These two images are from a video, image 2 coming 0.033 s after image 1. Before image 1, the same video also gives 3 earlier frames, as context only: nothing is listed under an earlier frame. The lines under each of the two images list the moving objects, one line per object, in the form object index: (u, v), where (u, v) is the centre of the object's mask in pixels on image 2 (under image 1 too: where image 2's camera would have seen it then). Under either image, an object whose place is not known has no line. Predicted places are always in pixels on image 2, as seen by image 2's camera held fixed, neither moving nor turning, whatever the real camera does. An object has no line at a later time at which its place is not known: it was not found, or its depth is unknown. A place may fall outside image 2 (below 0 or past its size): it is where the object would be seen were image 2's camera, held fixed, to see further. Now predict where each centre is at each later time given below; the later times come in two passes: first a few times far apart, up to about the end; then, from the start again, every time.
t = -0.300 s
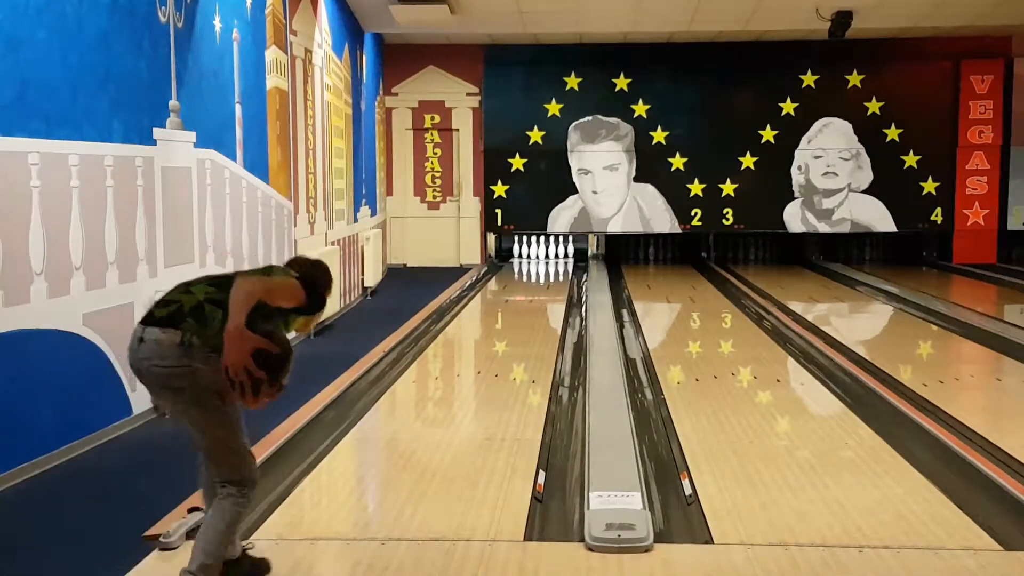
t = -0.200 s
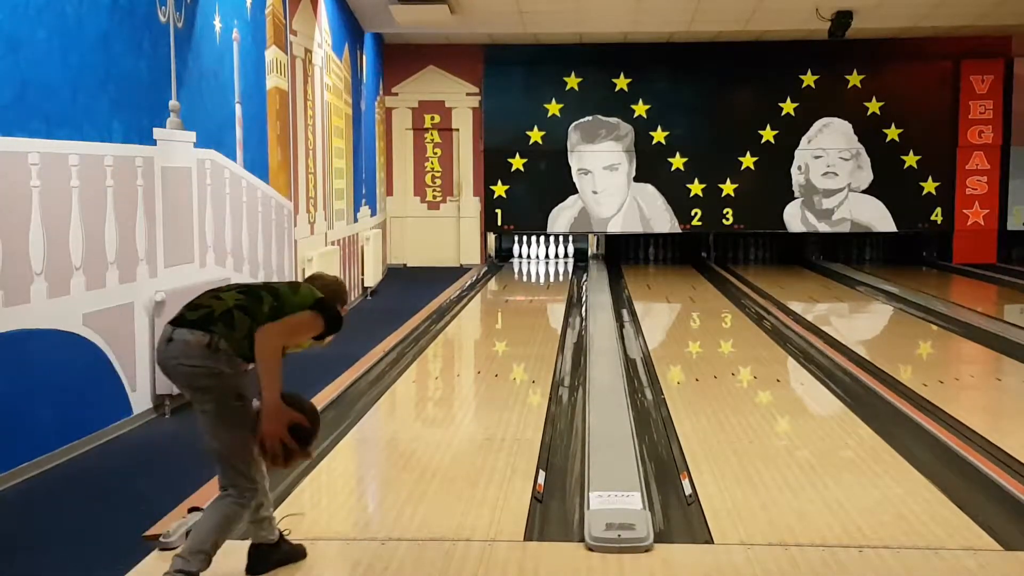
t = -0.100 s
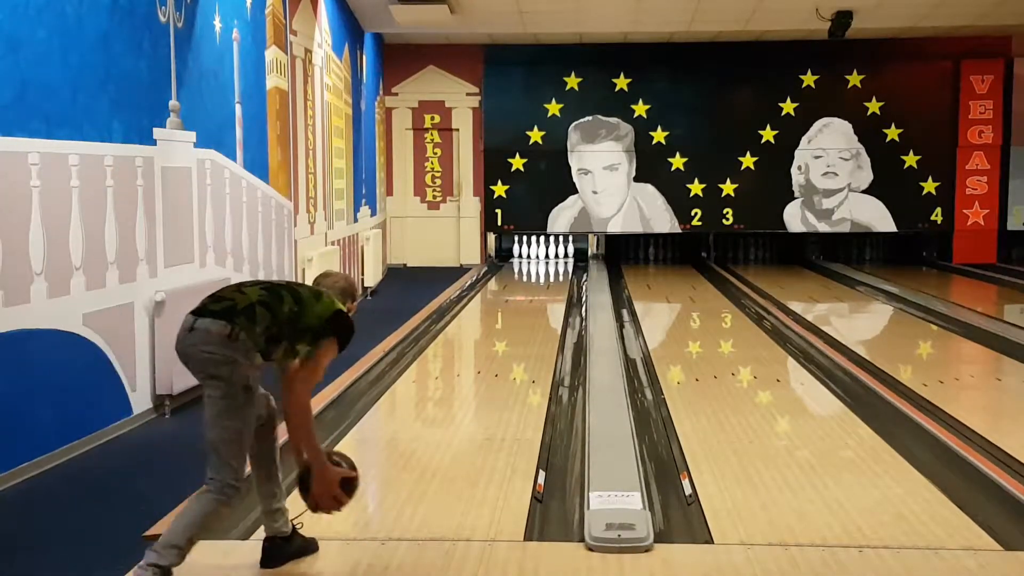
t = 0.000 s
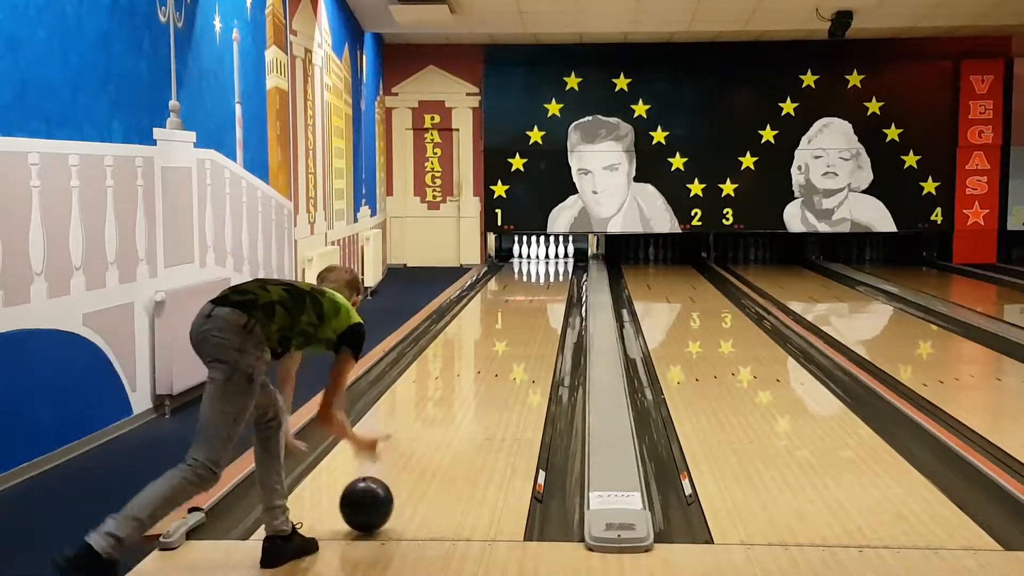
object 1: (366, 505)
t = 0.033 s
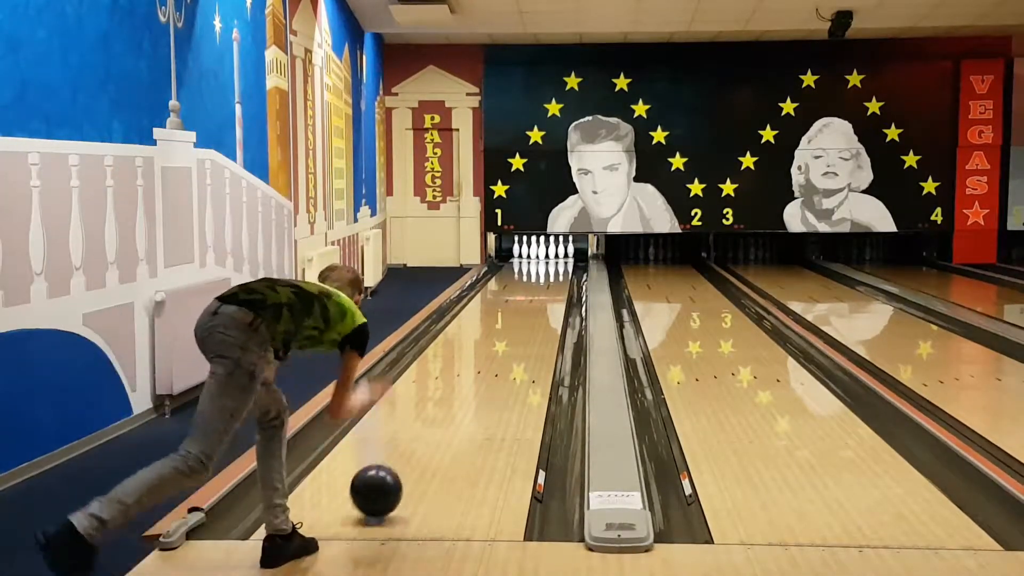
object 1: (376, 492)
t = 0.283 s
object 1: (431, 431)
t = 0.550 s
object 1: (470, 387)
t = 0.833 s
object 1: (497, 354)
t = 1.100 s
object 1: (516, 331)
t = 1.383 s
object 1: (531, 313)
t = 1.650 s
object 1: (541, 299)
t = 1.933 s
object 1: (548, 288)
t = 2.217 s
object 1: (552, 278)
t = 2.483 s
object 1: (552, 271)
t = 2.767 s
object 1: (552, 264)
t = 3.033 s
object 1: (553, 259)
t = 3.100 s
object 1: (553, 258)
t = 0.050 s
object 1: (380, 485)
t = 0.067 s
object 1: (385, 479)
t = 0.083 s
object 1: (389, 474)
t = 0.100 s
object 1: (393, 470)
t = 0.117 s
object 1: (397, 467)
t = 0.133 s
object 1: (401, 465)
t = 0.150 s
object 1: (405, 462)
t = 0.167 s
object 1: (409, 457)
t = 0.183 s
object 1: (412, 453)
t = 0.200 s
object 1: (415, 450)
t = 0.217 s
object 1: (419, 446)
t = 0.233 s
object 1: (422, 442)
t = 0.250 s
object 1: (425, 438)
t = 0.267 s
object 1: (428, 435)
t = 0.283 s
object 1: (431, 431)
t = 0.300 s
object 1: (434, 428)
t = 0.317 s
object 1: (437, 425)
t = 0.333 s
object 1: (440, 421)
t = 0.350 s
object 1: (442, 418)
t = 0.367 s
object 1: (445, 415)
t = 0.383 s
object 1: (448, 412)
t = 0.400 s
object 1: (450, 409)
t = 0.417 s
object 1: (452, 407)
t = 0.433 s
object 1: (455, 404)
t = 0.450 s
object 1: (457, 401)
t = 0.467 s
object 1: (459, 399)
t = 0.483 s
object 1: (462, 396)
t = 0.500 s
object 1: (464, 394)
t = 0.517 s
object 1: (466, 391)
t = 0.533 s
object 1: (468, 389)
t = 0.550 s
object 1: (470, 387)
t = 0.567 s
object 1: (472, 384)
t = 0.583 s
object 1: (474, 382)
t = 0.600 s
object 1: (475, 380)
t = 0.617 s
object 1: (477, 378)
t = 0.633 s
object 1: (479, 376)
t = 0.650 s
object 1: (481, 374)
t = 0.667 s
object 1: (483, 372)
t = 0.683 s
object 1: (484, 370)
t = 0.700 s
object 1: (486, 368)
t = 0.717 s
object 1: (487, 366)
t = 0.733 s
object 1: (489, 364)
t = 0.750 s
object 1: (490, 362)
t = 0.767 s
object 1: (492, 361)
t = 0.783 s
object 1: (493, 359)
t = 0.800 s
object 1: (495, 357)
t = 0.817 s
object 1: (496, 356)
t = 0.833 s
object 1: (497, 354)
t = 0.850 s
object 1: (499, 352)
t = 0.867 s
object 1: (500, 351)
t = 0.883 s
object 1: (501, 349)
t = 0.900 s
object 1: (502, 348)
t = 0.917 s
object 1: (504, 346)
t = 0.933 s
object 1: (505, 345)
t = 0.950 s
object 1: (506, 343)
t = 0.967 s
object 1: (508, 342)
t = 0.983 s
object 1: (509, 340)
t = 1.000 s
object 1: (510, 339)
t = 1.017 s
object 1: (511, 338)
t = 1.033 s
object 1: (512, 336)
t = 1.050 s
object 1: (513, 335)
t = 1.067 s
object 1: (514, 334)
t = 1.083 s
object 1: (515, 332)
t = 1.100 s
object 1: (516, 331)
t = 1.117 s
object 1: (517, 330)
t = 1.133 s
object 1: (518, 329)
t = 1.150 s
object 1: (519, 328)
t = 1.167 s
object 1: (520, 326)
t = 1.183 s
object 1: (521, 325)
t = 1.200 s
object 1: (522, 324)
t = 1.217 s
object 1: (523, 323)
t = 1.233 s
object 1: (524, 322)
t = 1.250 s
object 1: (524, 321)
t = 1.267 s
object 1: (525, 320)
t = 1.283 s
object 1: (526, 319)
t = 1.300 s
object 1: (527, 318)
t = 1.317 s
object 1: (528, 317)
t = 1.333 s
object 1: (528, 316)
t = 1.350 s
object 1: (529, 315)
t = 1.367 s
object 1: (530, 314)
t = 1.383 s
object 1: (531, 313)
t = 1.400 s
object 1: (532, 312)
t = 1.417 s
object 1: (532, 311)
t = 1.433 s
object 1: (533, 310)
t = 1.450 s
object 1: (534, 309)
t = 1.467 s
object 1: (534, 308)
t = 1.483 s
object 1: (535, 307)
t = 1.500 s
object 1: (536, 306)
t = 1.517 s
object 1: (536, 306)
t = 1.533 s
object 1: (537, 305)
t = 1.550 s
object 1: (537, 304)
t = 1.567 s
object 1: (538, 303)
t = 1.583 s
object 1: (539, 302)
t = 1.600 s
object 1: (539, 301)
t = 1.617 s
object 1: (540, 301)
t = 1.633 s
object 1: (540, 300)
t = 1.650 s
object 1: (541, 299)
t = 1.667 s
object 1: (541, 298)
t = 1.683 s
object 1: (542, 297)
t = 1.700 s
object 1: (542, 297)
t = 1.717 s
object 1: (543, 296)
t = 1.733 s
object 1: (543, 295)
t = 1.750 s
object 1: (544, 294)
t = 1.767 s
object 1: (544, 294)
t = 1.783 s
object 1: (545, 293)
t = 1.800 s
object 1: (545, 293)
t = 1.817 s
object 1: (546, 292)
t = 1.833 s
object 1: (546, 291)
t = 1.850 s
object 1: (547, 291)
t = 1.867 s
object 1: (547, 290)
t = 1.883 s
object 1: (547, 289)
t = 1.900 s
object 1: (548, 289)
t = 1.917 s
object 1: (548, 288)
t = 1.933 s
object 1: (548, 288)
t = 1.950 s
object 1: (548, 287)
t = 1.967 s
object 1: (549, 286)
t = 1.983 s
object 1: (549, 286)
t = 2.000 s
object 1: (549, 285)
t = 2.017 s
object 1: (550, 285)
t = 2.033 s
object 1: (550, 284)
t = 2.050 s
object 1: (550, 283)
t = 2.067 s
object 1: (550, 283)
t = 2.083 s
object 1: (550, 282)
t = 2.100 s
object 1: (551, 282)
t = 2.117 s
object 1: (551, 281)
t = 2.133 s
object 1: (551, 281)
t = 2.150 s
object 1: (551, 280)
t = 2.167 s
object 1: (551, 280)
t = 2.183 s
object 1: (551, 279)
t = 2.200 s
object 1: (552, 279)
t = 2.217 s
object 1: (552, 278)
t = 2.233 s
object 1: (552, 278)
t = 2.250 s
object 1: (552, 277)
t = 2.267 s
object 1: (552, 277)
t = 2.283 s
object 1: (552, 276)
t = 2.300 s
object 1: (552, 276)
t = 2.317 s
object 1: (552, 275)
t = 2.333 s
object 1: (553, 275)
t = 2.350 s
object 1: (553, 274)
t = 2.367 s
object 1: (553, 274)
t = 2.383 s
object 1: (553, 273)
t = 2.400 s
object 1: (553, 273)
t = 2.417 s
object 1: (552, 273)
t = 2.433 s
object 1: (553, 272)
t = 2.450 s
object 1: (552, 272)
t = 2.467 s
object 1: (552, 271)
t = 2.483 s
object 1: (552, 271)
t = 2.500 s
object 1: (553, 271)
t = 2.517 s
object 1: (552, 270)
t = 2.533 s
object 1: (552, 270)
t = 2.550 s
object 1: (552, 269)
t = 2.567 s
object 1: (552, 269)
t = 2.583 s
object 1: (552, 269)
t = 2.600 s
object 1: (552, 268)
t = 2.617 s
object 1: (552, 268)
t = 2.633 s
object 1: (552, 267)
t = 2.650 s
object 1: (552, 267)
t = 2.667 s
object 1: (552, 266)
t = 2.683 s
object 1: (552, 266)
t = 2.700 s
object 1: (552, 266)
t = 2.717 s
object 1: (552, 266)
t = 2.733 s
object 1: (552, 265)
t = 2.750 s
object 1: (552, 265)
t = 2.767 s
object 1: (552, 264)
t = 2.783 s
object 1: (552, 264)
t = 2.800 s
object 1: (552, 263)
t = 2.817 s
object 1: (553, 263)
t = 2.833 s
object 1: (553, 263)
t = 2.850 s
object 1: (553, 262)
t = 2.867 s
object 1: (553, 262)
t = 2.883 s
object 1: (553, 261)
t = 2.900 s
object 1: (553, 261)
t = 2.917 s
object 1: (553, 261)
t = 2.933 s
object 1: (553, 260)
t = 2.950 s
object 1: (553, 260)
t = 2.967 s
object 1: (553, 260)
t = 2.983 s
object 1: (553, 260)
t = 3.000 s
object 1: (553, 259)
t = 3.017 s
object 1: (553, 259)
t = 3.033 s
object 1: (553, 259)
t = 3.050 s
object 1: (553, 259)
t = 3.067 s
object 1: (553, 258)
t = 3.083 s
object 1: (553, 258)
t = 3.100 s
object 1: (553, 258)
